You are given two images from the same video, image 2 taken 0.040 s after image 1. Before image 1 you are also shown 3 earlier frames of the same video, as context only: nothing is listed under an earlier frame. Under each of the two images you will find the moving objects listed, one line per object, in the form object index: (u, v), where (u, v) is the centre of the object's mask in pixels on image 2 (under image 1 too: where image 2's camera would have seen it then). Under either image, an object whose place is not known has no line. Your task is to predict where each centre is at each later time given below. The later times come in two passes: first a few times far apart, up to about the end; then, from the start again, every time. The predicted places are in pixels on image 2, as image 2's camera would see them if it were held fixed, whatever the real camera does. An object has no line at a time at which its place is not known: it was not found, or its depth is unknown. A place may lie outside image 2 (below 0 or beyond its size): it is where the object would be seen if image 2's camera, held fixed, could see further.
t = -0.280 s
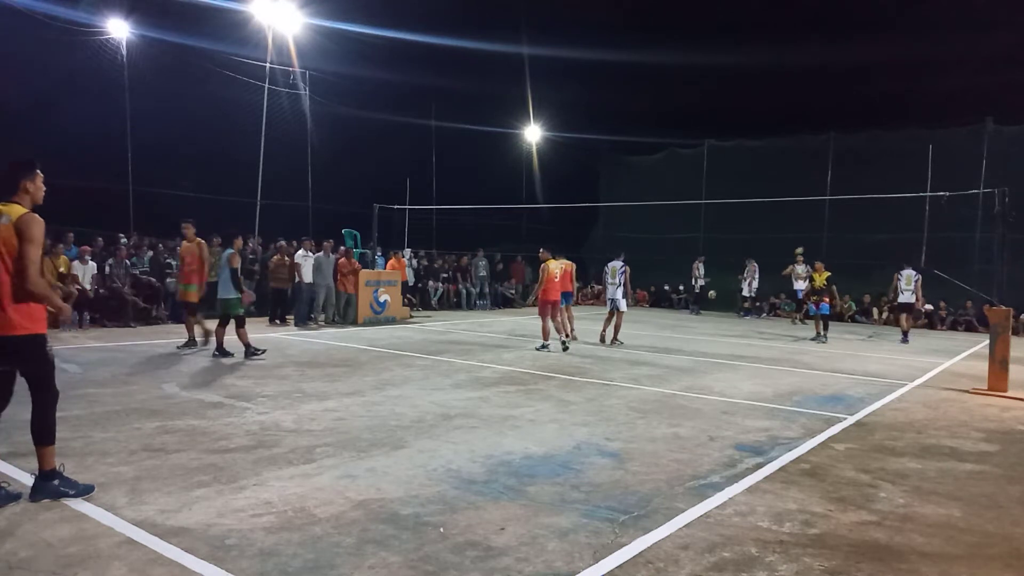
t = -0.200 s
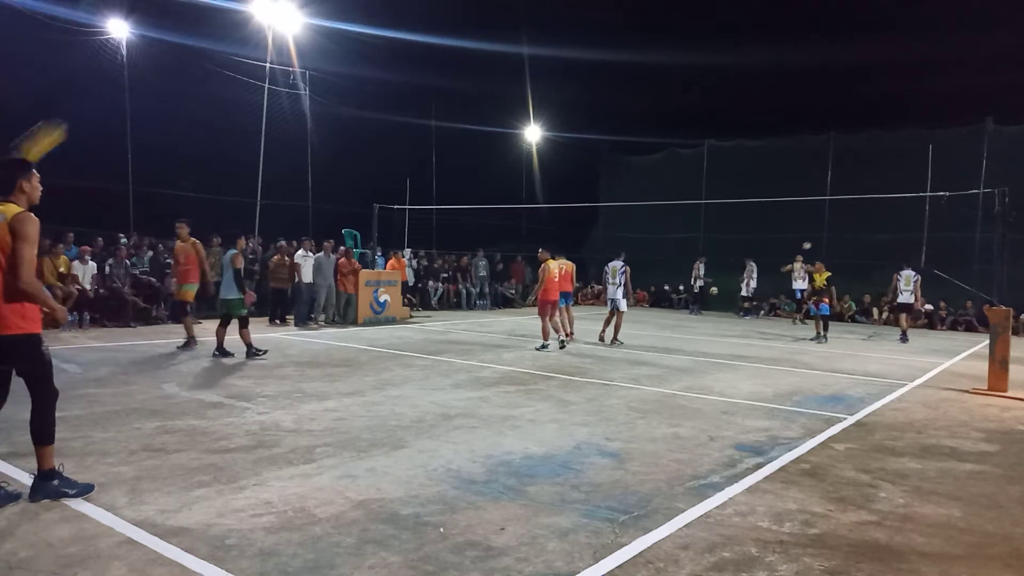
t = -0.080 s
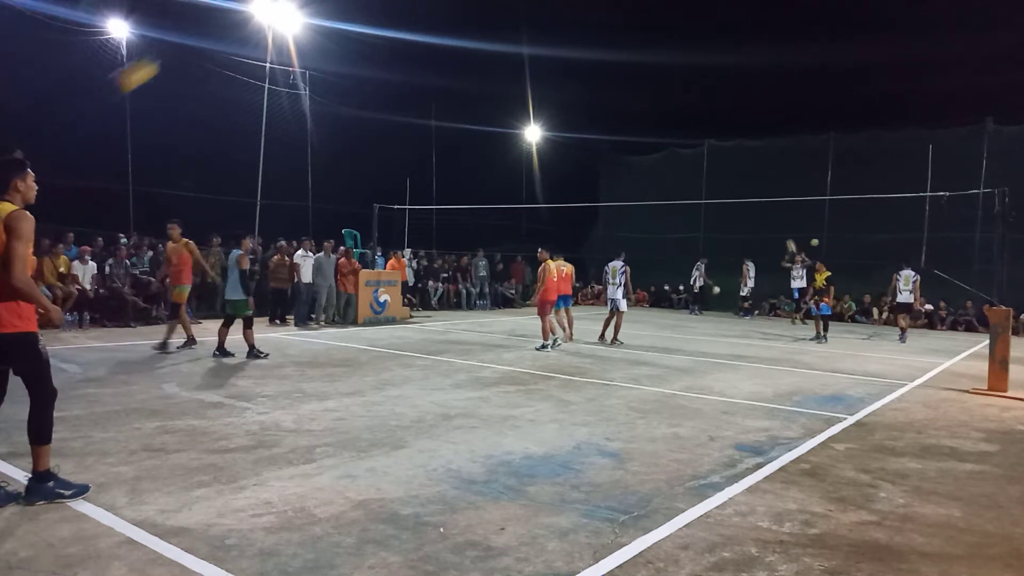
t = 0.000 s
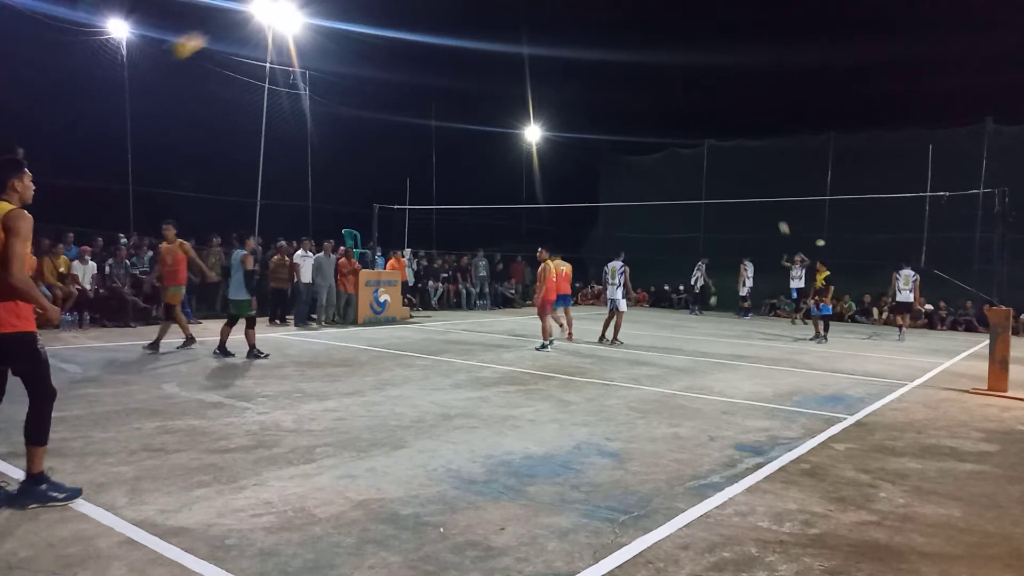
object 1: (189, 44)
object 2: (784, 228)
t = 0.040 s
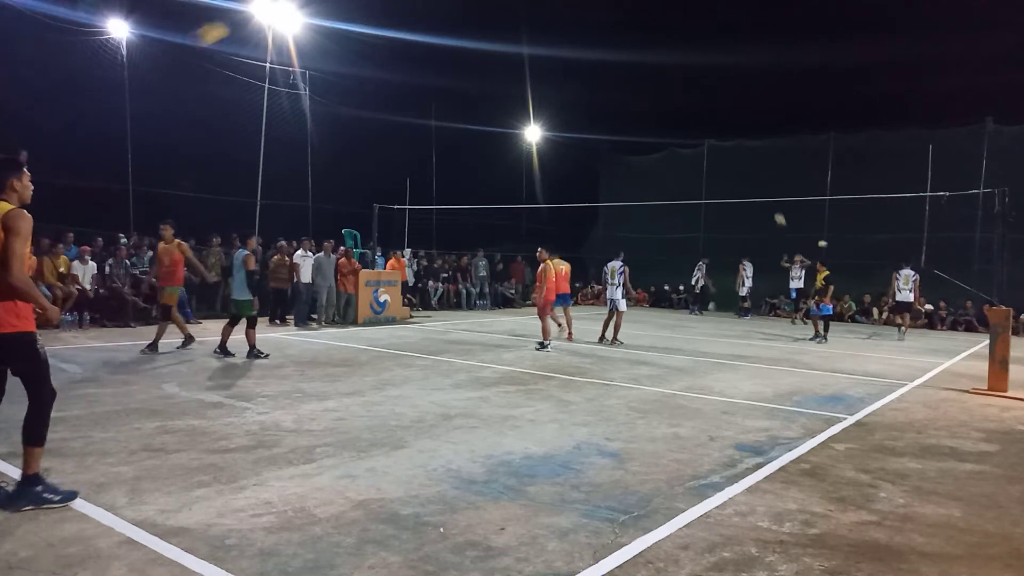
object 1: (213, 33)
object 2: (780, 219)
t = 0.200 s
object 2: (763, 191)
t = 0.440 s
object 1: (379, 24)
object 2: (736, 170)
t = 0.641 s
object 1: (433, 68)
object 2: (710, 171)
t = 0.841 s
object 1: (478, 130)
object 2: (683, 192)
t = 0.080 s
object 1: (233, 24)
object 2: (776, 212)
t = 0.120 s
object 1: (248, 20)
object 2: (772, 204)
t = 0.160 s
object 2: (768, 197)
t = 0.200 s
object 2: (763, 191)
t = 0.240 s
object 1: (310, 9)
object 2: (759, 186)
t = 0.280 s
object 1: (325, 10)
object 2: (755, 181)
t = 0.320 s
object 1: (339, 12)
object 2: (750, 178)
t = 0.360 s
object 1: (353, 15)
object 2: (745, 174)
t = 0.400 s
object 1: (367, 19)
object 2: (740, 172)
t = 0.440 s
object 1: (379, 24)
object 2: (736, 170)
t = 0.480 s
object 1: (391, 32)
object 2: (731, 169)
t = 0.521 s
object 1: (403, 41)
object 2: (726, 168)
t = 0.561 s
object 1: (413, 49)
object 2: (721, 168)
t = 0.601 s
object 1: (423, 58)
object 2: (716, 169)
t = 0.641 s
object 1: (433, 68)
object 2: (710, 171)
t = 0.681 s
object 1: (443, 79)
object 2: (705, 174)
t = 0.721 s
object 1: (452, 91)
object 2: (699, 177)
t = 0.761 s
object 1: (461, 103)
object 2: (694, 181)
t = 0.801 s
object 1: (469, 115)
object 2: (688, 186)
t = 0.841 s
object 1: (478, 130)
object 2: (683, 192)
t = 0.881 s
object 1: (485, 145)
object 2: (677, 199)
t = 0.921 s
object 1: (493, 159)
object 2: (671, 206)
